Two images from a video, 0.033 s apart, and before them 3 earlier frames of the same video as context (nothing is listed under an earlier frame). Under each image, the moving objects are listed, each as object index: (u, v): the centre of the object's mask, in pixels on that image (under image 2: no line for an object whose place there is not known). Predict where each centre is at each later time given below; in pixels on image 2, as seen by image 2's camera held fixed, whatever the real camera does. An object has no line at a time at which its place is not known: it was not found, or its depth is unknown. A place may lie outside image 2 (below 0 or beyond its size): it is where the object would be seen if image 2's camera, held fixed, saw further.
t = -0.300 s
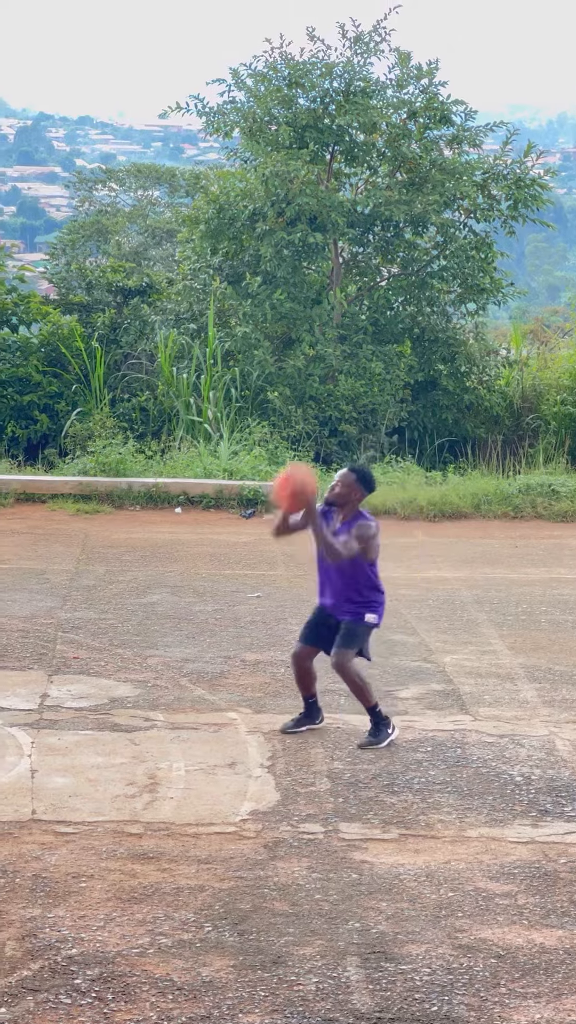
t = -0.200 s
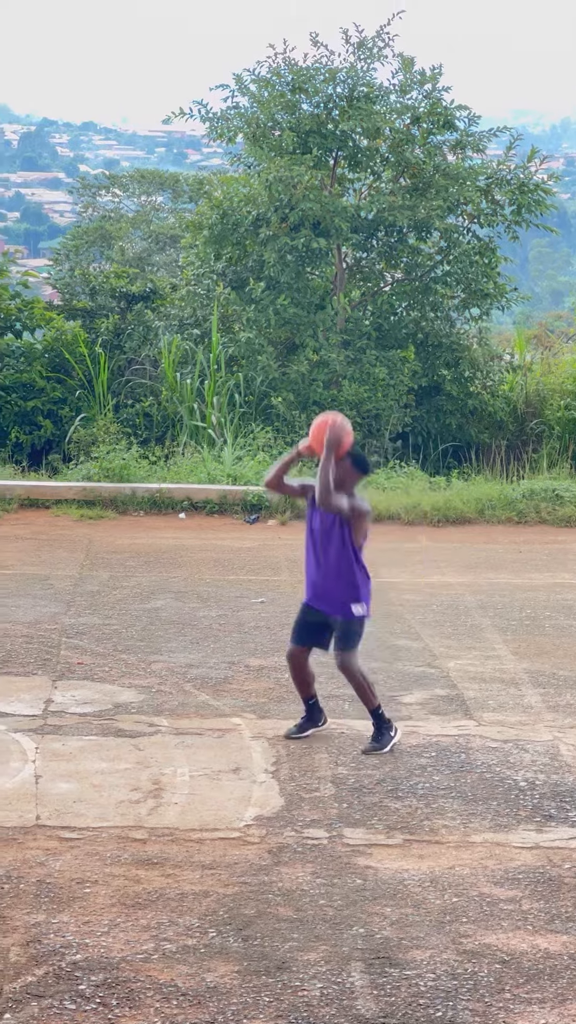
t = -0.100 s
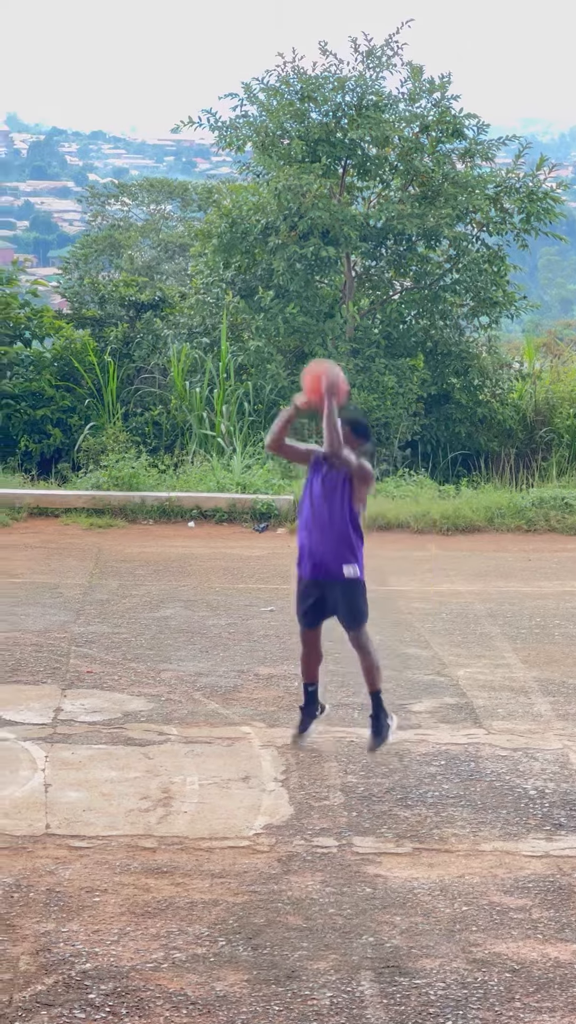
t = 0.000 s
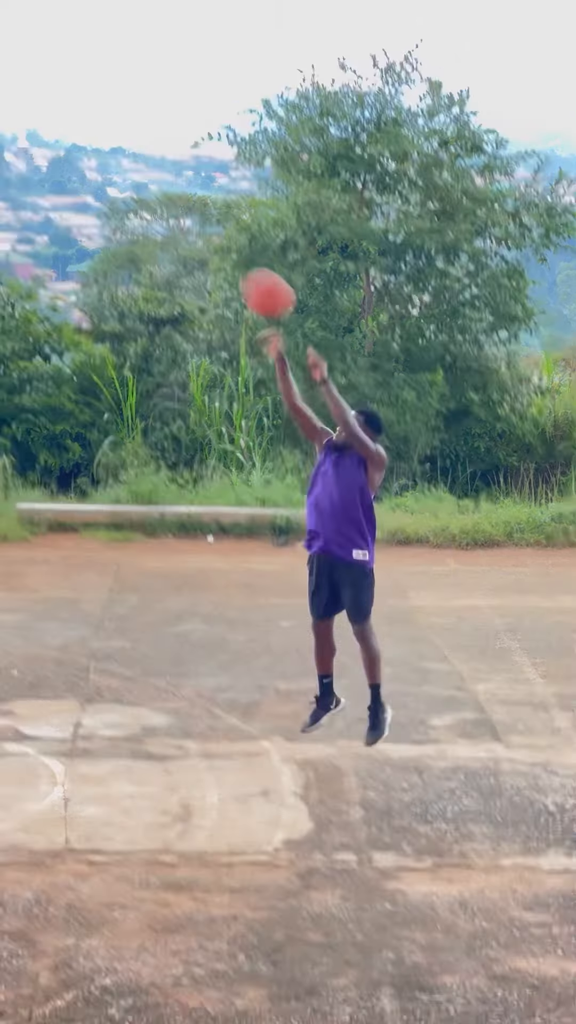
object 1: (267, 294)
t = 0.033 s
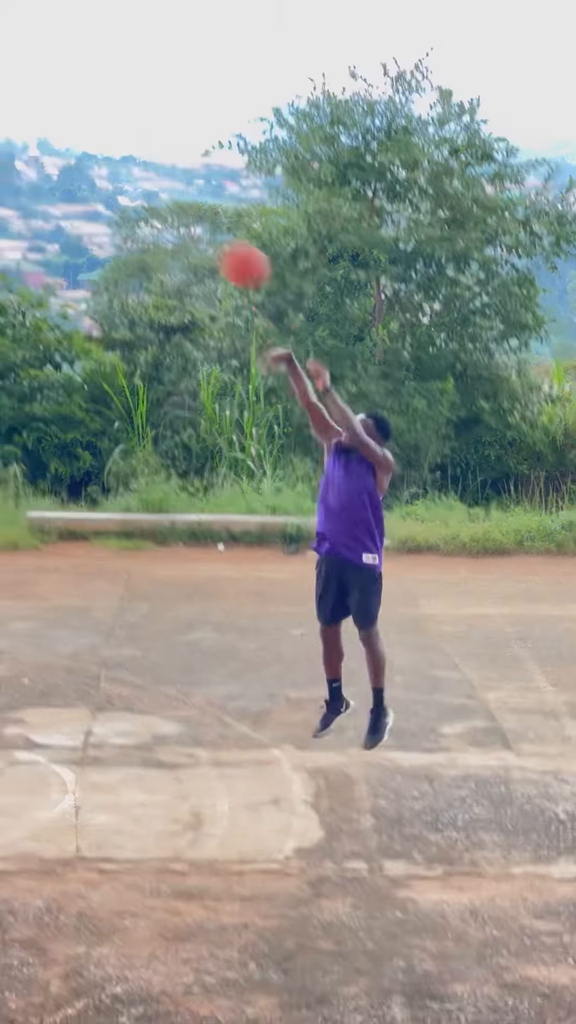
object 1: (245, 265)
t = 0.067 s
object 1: (209, 227)
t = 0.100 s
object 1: (175, 195)
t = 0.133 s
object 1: (141, 161)
